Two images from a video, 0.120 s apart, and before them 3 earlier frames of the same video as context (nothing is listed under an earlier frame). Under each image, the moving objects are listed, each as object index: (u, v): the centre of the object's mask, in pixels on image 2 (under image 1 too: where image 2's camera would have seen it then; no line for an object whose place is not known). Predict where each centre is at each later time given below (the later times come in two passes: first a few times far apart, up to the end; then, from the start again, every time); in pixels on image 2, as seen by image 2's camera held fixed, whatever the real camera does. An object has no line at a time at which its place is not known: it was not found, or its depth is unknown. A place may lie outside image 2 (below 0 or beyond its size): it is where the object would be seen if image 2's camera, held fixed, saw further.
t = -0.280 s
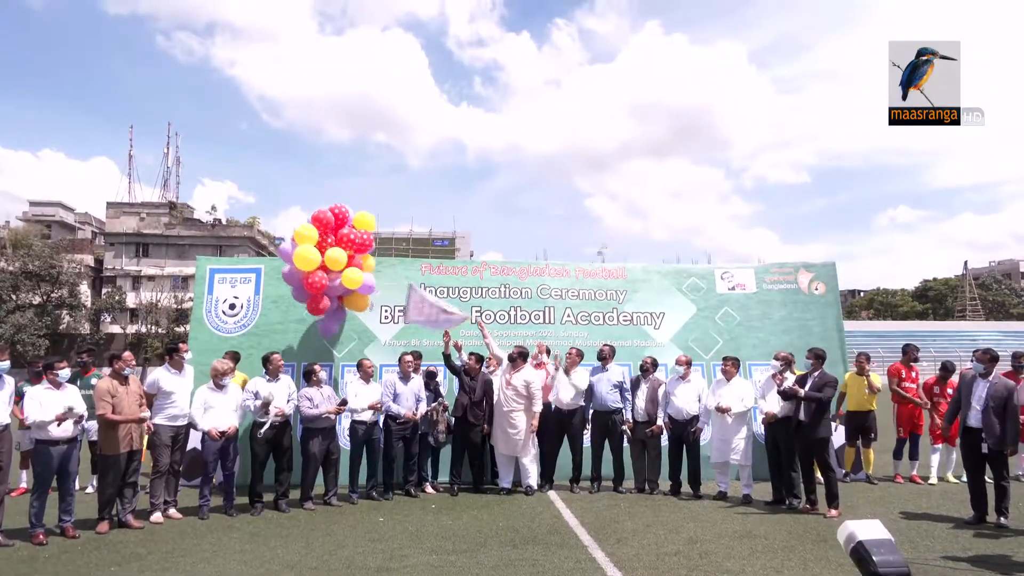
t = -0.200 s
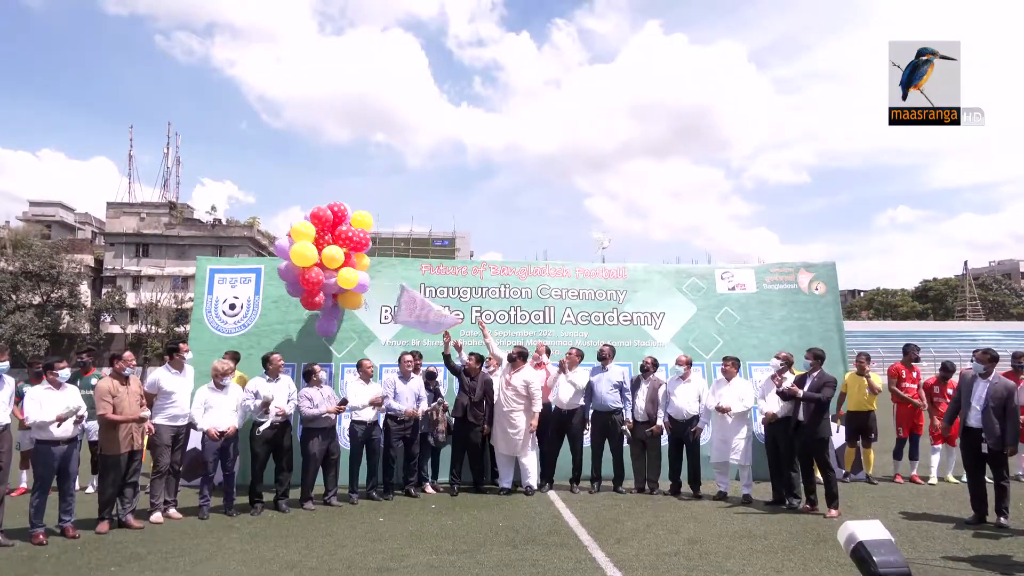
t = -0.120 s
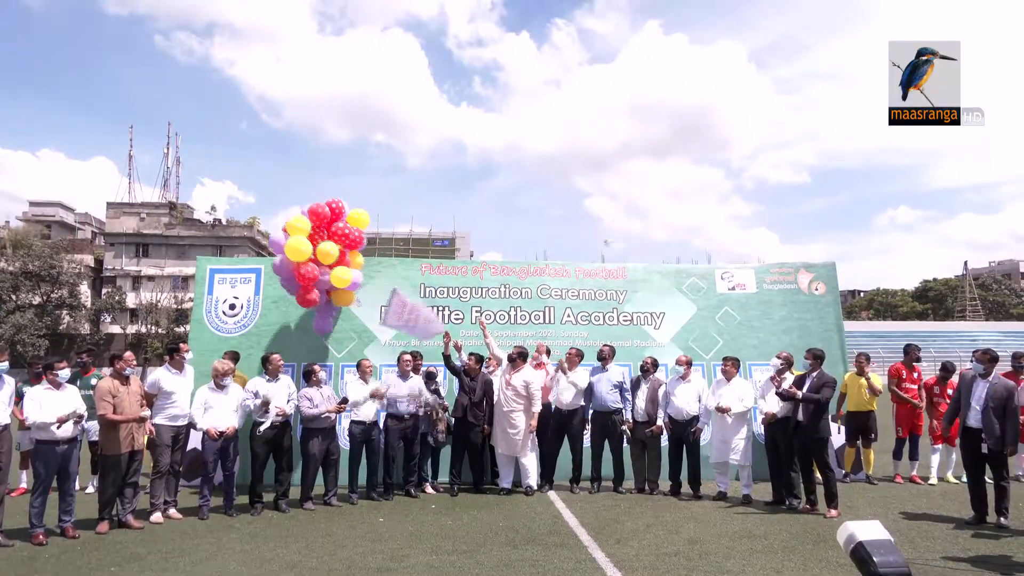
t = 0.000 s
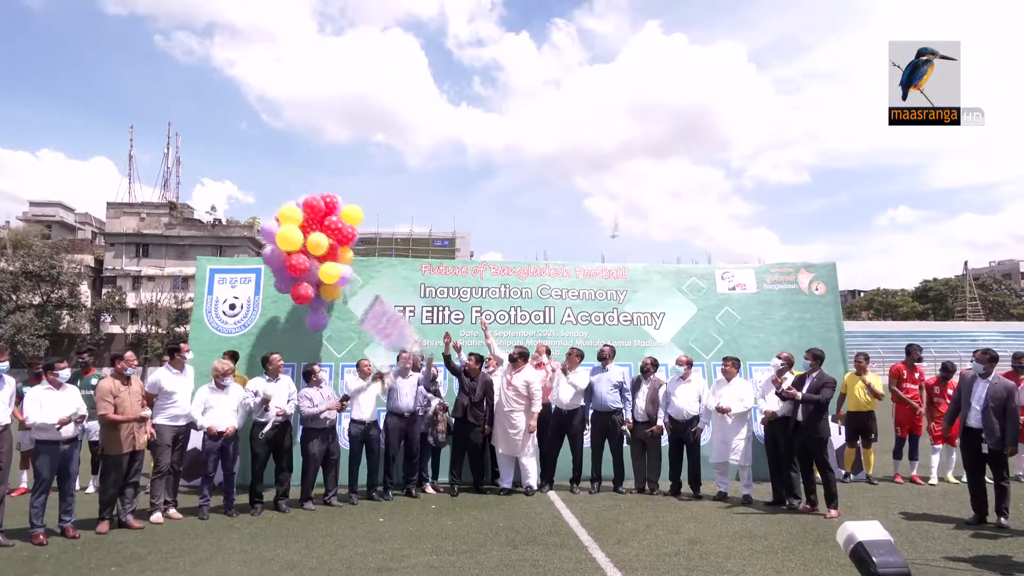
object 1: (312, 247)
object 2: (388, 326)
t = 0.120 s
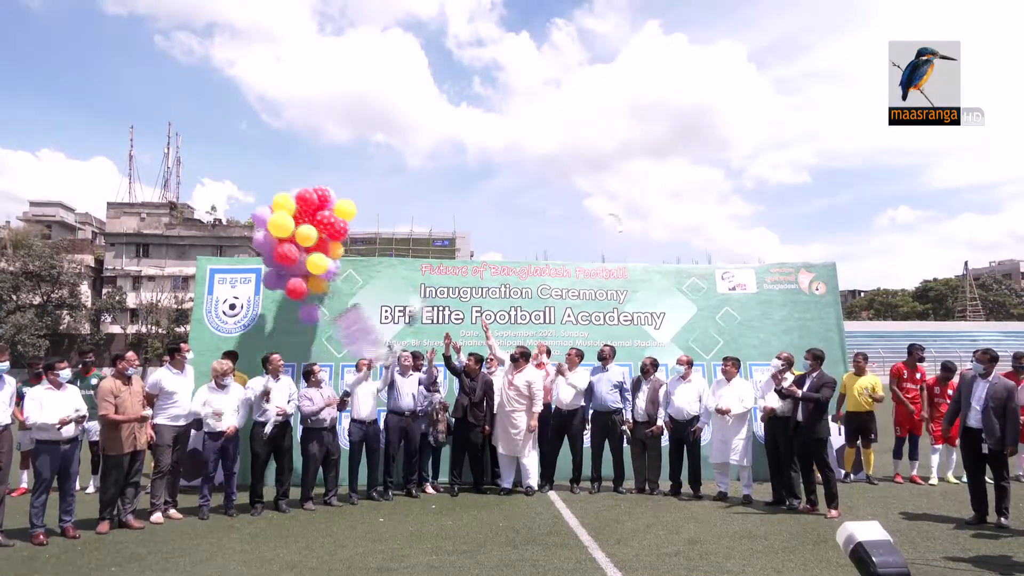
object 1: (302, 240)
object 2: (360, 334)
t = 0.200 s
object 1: (296, 234)
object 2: (335, 336)
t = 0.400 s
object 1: (277, 224)
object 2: (273, 327)
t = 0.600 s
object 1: (252, 210)
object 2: (234, 297)
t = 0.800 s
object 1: (225, 196)
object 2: (198, 293)
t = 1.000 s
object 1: (196, 176)
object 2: (176, 276)
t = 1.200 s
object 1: (164, 157)
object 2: (157, 256)
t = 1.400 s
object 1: (132, 137)
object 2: (138, 239)
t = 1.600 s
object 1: (101, 112)
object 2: (117, 212)
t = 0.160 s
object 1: (299, 237)
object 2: (353, 337)
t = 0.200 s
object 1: (296, 234)
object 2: (335, 336)
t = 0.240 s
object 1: (293, 231)
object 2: (320, 336)
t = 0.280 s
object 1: (289, 229)
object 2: (308, 334)
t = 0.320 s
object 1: (285, 229)
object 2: (297, 334)
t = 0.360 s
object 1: (281, 226)
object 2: (285, 329)
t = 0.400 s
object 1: (277, 224)
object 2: (273, 327)
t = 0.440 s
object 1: (272, 221)
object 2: (263, 324)
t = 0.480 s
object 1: (268, 218)
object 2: (256, 321)
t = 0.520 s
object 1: (265, 213)
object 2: (247, 311)
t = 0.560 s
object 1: (257, 213)
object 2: (233, 312)
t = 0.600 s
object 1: (252, 210)
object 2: (234, 297)
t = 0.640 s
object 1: (247, 208)
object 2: (235, 296)
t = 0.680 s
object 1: (242, 205)
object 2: (233, 299)
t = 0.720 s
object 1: (236, 201)
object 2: (211, 295)
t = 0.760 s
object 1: (231, 197)
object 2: (202, 296)
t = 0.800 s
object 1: (225, 196)
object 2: (198, 293)
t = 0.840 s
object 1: (221, 192)
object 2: (194, 288)
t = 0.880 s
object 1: (215, 188)
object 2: (188, 286)
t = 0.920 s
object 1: (209, 184)
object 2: (183, 284)
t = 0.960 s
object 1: (202, 181)
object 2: (180, 279)
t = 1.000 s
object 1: (196, 176)
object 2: (176, 276)
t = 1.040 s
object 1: (190, 172)
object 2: (171, 273)
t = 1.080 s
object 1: (185, 167)
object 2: (168, 269)
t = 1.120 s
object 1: (177, 165)
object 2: (165, 263)
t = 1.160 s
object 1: (171, 161)
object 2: (161, 258)
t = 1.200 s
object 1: (164, 157)
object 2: (157, 256)
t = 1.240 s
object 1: (158, 152)
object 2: (153, 254)
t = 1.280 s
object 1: (151, 149)
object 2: (149, 253)
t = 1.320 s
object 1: (145, 145)
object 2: (145, 252)
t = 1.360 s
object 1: (139, 140)
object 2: (142, 243)
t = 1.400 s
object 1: (132, 137)
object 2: (138, 239)
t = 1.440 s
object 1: (126, 131)
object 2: (135, 234)
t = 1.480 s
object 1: (120, 127)
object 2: (130, 232)
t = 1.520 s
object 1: (114, 122)
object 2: (127, 225)
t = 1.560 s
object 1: (107, 117)
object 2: (122, 220)
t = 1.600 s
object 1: (101, 112)
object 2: (117, 212)
